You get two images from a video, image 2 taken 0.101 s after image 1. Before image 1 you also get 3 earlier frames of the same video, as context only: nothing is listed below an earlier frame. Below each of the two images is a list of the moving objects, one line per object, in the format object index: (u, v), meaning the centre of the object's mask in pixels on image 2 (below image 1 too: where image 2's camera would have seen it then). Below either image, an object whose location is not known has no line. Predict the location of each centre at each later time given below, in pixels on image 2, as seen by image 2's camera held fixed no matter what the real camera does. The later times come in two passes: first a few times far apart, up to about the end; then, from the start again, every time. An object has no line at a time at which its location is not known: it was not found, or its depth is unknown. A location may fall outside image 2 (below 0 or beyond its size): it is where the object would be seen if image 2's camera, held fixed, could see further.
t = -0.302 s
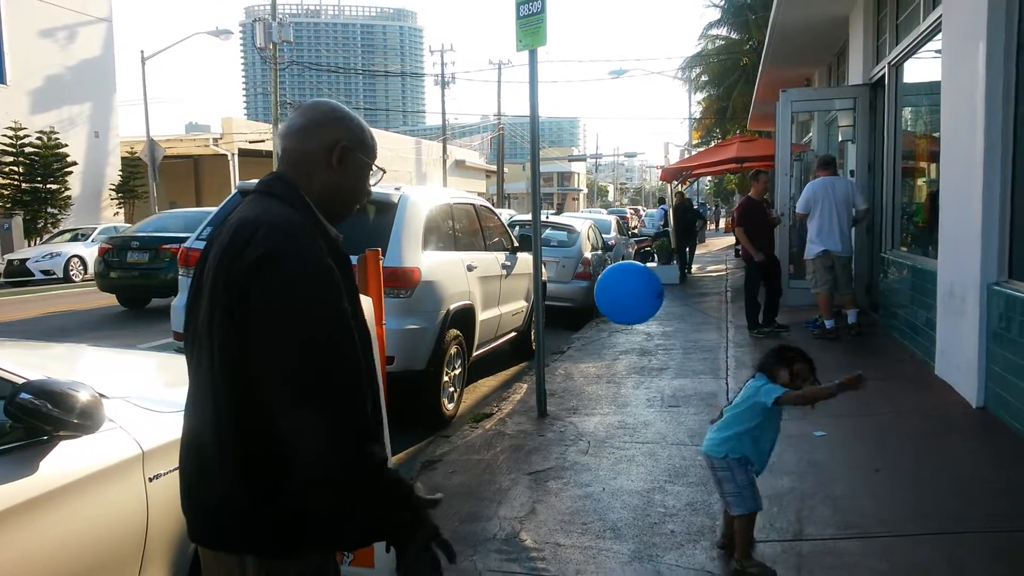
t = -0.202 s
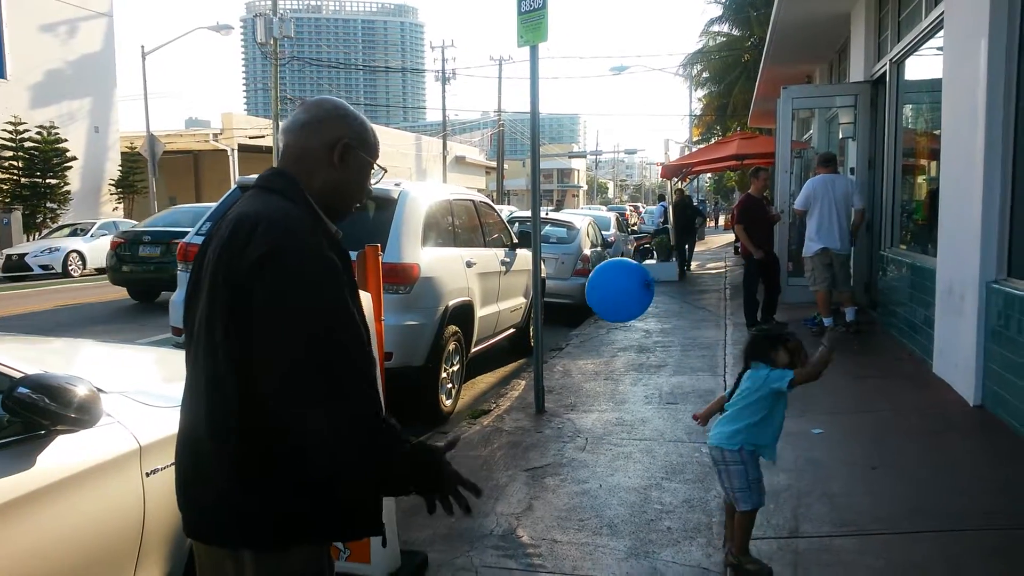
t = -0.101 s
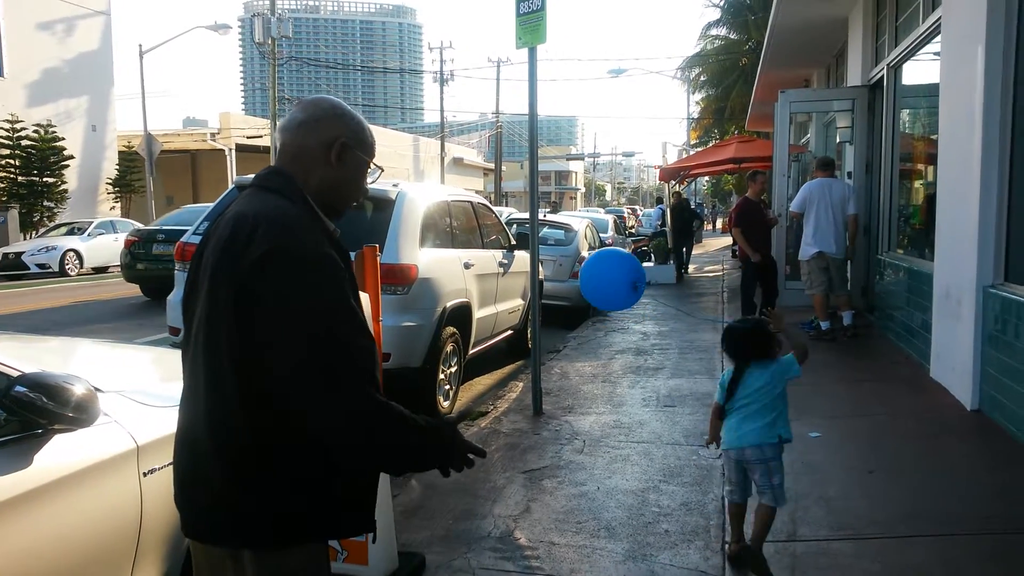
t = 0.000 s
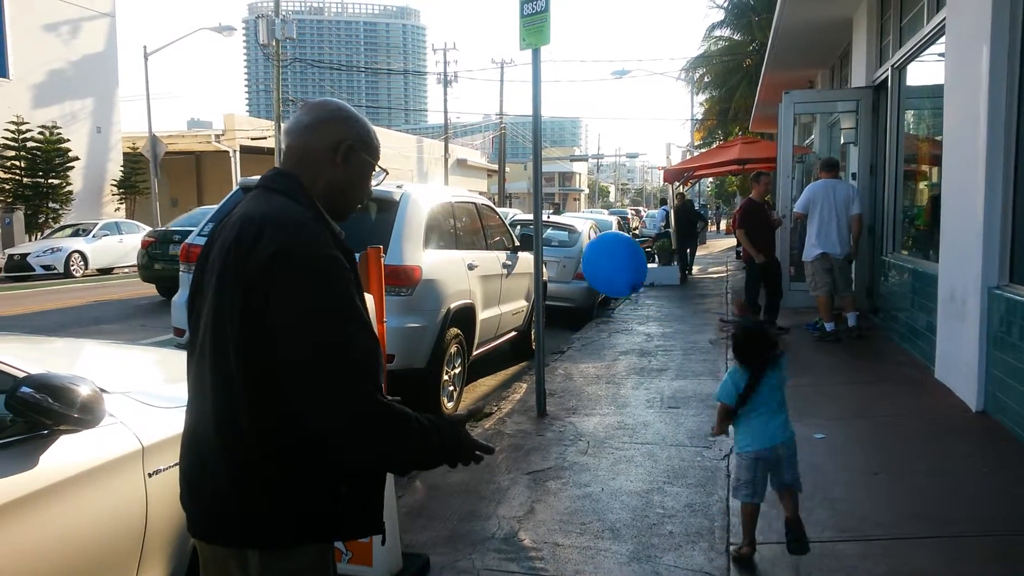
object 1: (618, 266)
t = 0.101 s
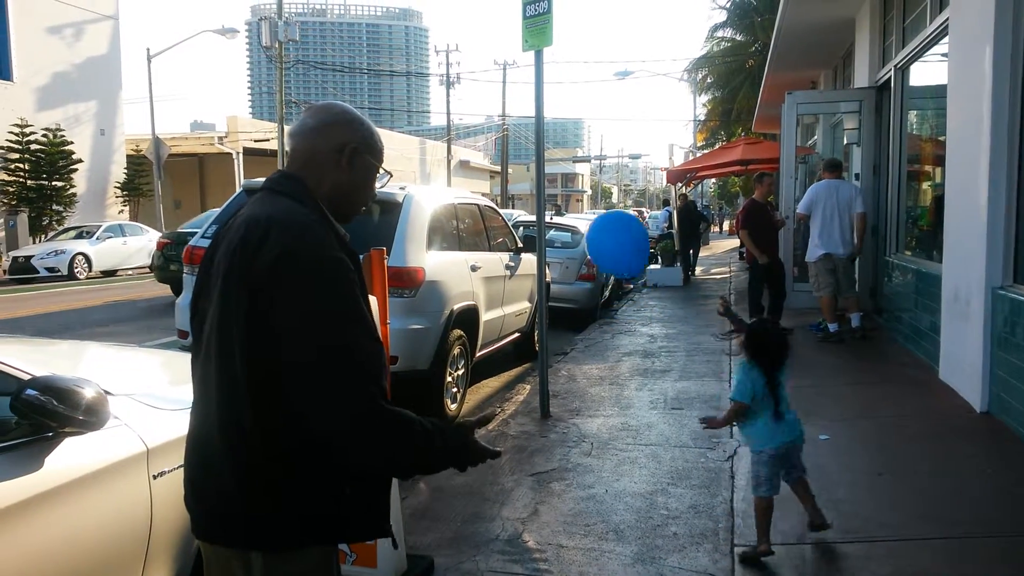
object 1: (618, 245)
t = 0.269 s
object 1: (622, 193)
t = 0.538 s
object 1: (641, 112)
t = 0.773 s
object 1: (678, 168)
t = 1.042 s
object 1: (669, 250)
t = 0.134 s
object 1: (619, 235)
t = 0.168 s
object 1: (619, 225)
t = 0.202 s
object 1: (620, 215)
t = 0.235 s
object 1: (621, 204)
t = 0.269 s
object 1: (622, 193)
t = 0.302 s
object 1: (622, 181)
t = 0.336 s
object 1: (624, 170)
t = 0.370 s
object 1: (625, 158)
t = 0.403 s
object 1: (626, 147)
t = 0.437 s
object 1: (627, 134)
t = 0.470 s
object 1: (629, 123)
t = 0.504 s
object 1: (634, 116)
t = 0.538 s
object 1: (641, 112)
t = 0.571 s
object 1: (648, 109)
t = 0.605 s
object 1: (655, 111)
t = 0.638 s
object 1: (662, 116)
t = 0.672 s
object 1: (669, 124)
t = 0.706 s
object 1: (673, 136)
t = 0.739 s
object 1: (676, 151)
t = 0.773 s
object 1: (678, 168)
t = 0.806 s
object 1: (678, 184)
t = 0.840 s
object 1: (677, 199)
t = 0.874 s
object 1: (676, 212)
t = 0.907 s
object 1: (675, 224)
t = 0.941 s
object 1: (673, 232)
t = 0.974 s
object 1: (672, 239)
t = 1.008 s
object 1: (671, 245)
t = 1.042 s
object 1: (669, 250)
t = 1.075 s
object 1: (667, 254)
